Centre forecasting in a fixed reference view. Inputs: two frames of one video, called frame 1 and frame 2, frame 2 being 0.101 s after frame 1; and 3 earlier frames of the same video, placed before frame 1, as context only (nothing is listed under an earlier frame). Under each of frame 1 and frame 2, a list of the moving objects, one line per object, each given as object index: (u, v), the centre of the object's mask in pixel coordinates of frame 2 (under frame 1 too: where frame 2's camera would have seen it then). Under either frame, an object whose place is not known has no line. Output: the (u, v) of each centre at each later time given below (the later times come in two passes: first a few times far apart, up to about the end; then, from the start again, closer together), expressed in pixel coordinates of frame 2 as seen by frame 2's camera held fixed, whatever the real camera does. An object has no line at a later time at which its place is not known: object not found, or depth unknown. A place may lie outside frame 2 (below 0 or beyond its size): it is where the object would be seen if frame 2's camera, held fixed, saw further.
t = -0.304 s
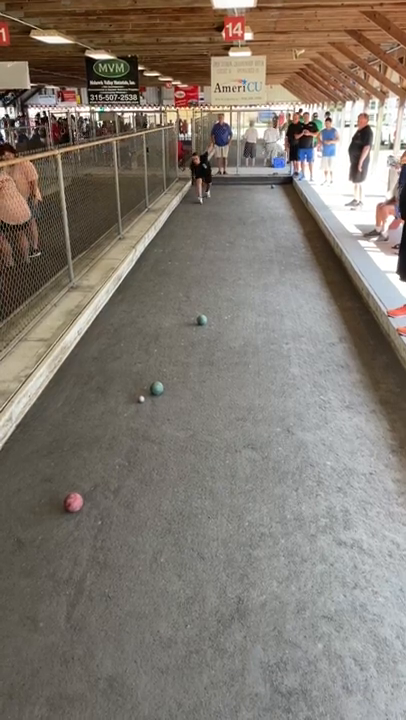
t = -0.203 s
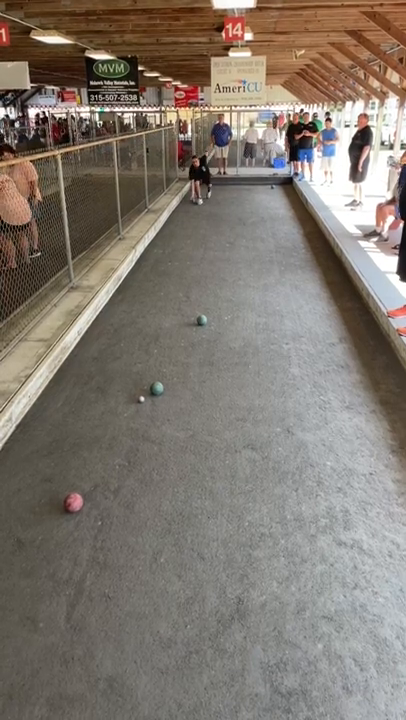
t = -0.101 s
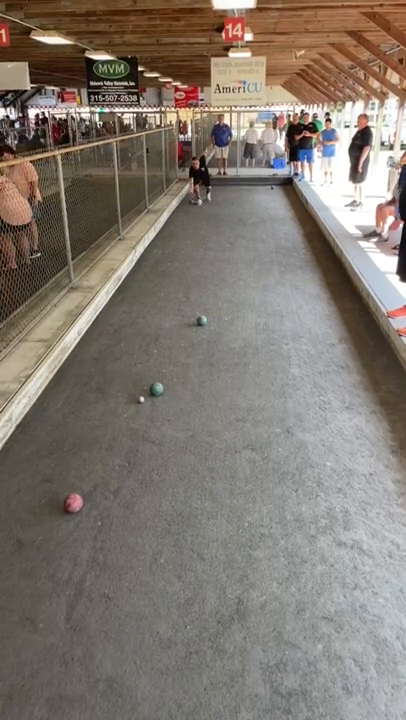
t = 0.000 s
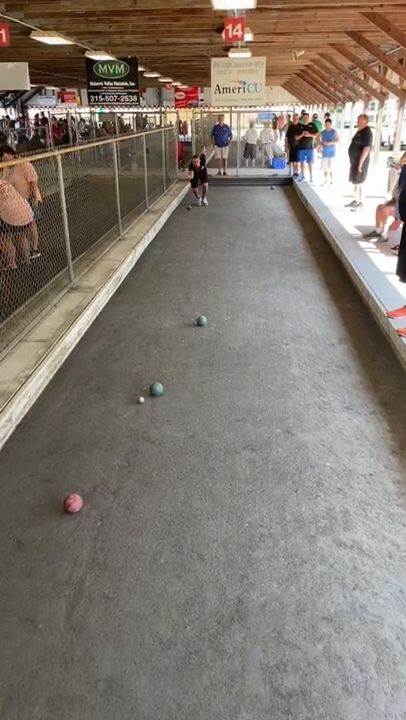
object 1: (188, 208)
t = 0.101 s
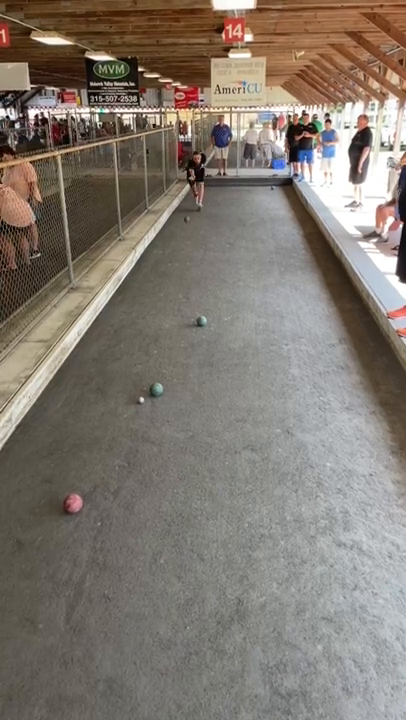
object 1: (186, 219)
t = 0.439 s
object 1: (173, 272)
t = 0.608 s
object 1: (161, 334)
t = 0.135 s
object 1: (185, 225)
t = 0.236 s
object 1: (182, 246)
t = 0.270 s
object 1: (181, 247)
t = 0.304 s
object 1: (180, 250)
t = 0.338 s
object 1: (179, 254)
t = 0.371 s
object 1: (177, 259)
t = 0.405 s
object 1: (175, 265)
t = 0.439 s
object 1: (173, 272)
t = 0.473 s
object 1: (172, 279)
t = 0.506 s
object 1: (171, 291)
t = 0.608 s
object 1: (161, 334)
